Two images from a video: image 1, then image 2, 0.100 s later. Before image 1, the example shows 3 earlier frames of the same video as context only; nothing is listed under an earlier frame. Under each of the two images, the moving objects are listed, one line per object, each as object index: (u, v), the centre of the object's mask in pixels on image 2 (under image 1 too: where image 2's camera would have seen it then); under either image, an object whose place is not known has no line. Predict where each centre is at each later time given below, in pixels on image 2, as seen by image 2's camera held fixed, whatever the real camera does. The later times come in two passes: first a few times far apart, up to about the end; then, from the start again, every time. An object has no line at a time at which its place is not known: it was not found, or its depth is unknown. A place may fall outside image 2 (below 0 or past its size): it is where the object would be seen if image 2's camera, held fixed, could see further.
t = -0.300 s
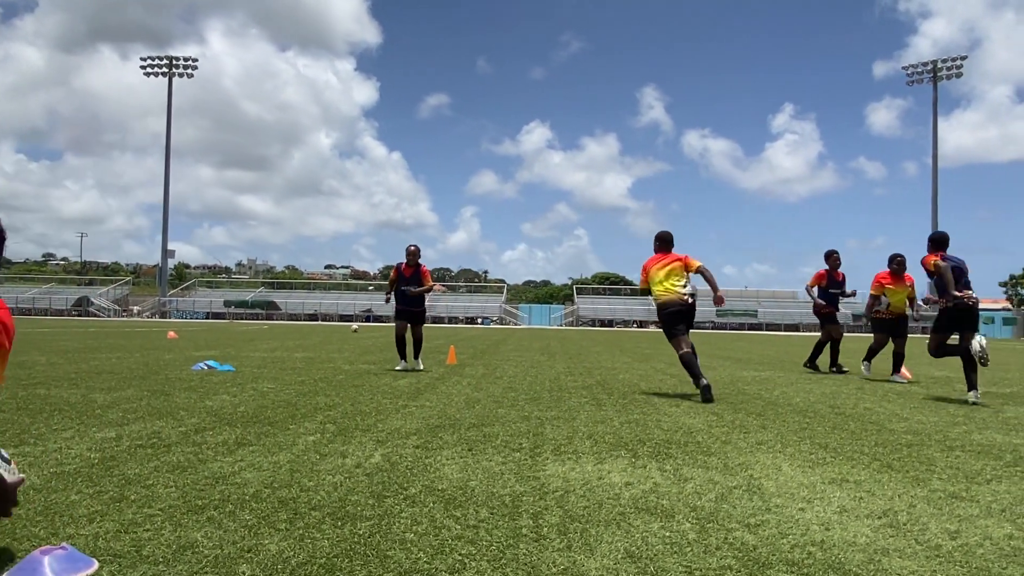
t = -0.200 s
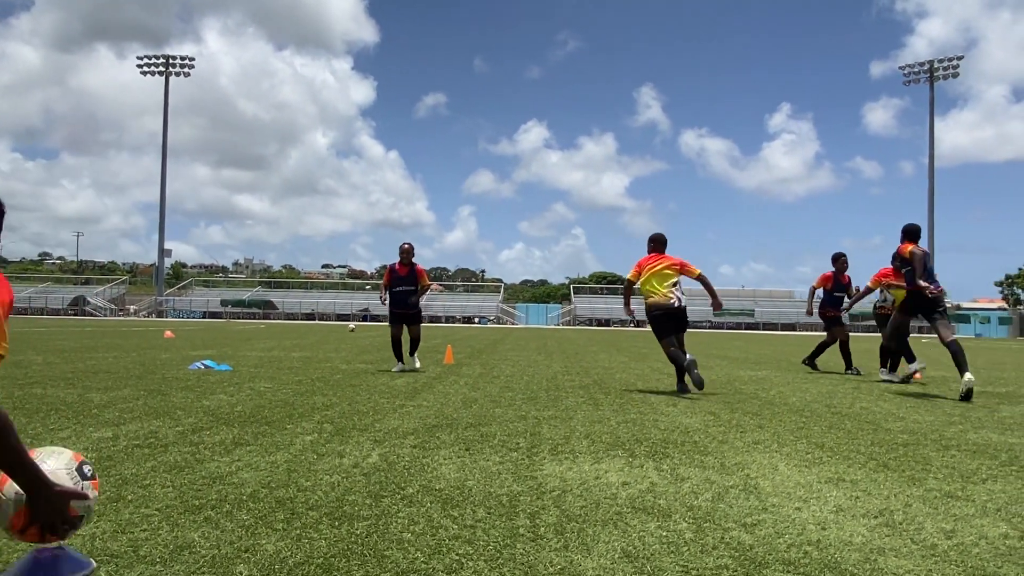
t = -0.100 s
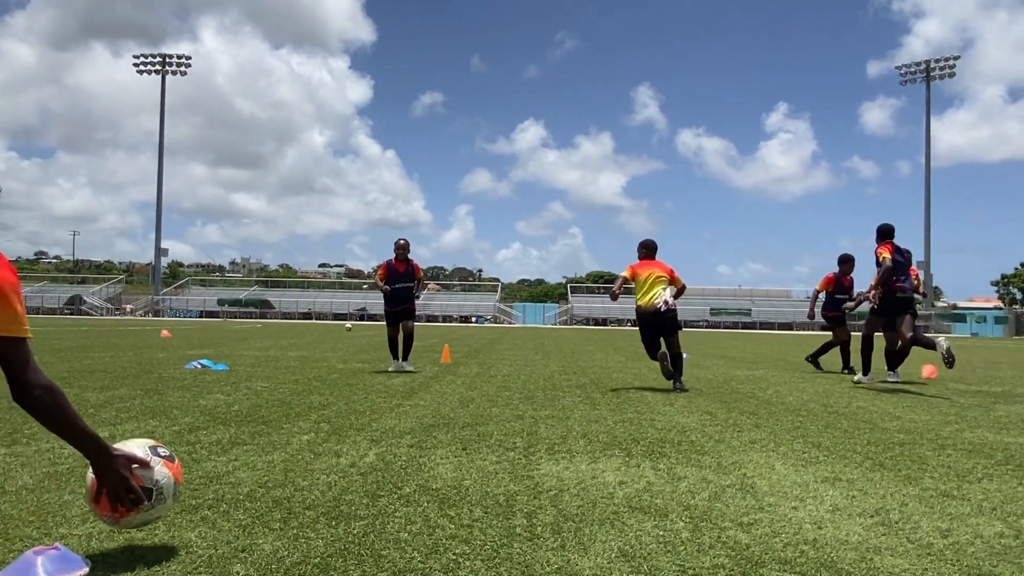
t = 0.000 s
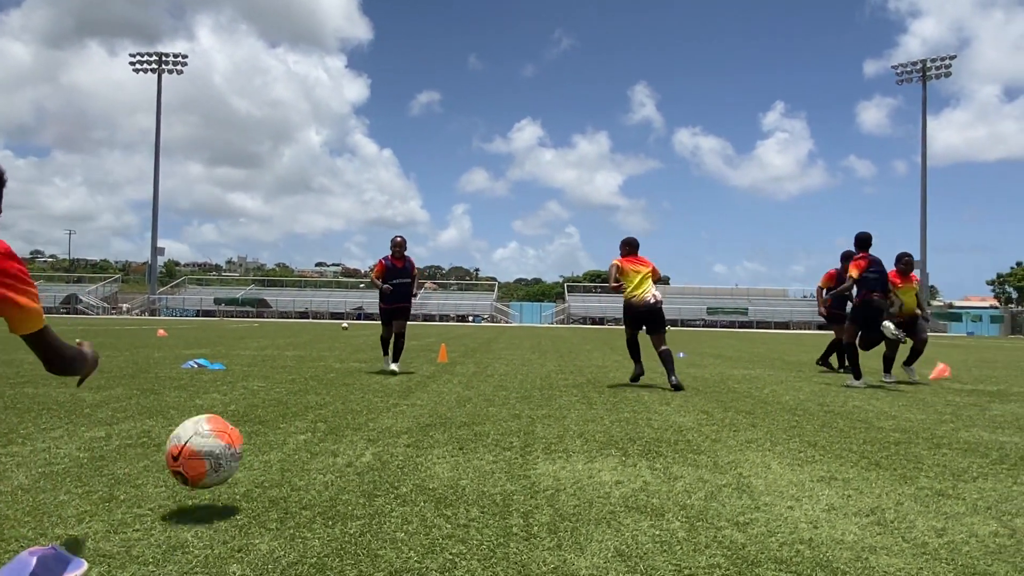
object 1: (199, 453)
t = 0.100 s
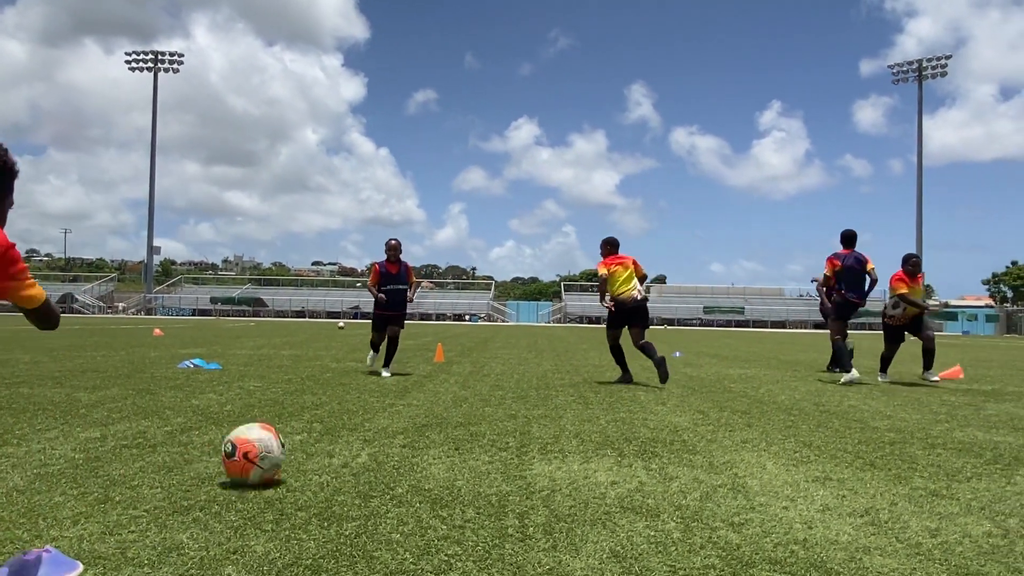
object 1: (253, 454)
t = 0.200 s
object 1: (279, 426)
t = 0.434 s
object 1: (327, 411)
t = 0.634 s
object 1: (363, 401)
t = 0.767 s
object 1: (385, 397)
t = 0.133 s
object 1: (263, 444)
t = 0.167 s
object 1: (271, 433)
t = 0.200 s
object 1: (279, 426)
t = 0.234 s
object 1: (286, 421)
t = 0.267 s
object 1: (293, 420)
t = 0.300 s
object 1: (300, 422)
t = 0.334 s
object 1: (308, 426)
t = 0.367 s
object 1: (314, 421)
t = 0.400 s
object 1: (321, 415)
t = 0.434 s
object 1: (327, 411)
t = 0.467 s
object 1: (334, 409)
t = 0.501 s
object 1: (340, 410)
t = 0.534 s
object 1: (346, 411)
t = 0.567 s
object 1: (353, 406)
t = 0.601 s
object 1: (358, 403)
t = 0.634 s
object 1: (363, 401)
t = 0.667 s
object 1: (369, 401)
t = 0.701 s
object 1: (374, 403)
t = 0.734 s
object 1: (379, 400)
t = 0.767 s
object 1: (385, 397)
